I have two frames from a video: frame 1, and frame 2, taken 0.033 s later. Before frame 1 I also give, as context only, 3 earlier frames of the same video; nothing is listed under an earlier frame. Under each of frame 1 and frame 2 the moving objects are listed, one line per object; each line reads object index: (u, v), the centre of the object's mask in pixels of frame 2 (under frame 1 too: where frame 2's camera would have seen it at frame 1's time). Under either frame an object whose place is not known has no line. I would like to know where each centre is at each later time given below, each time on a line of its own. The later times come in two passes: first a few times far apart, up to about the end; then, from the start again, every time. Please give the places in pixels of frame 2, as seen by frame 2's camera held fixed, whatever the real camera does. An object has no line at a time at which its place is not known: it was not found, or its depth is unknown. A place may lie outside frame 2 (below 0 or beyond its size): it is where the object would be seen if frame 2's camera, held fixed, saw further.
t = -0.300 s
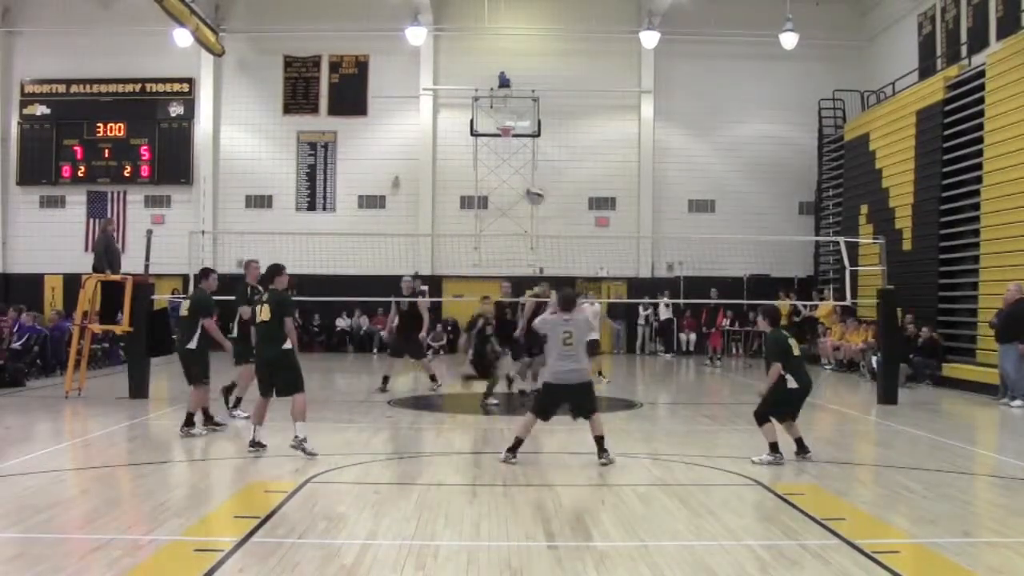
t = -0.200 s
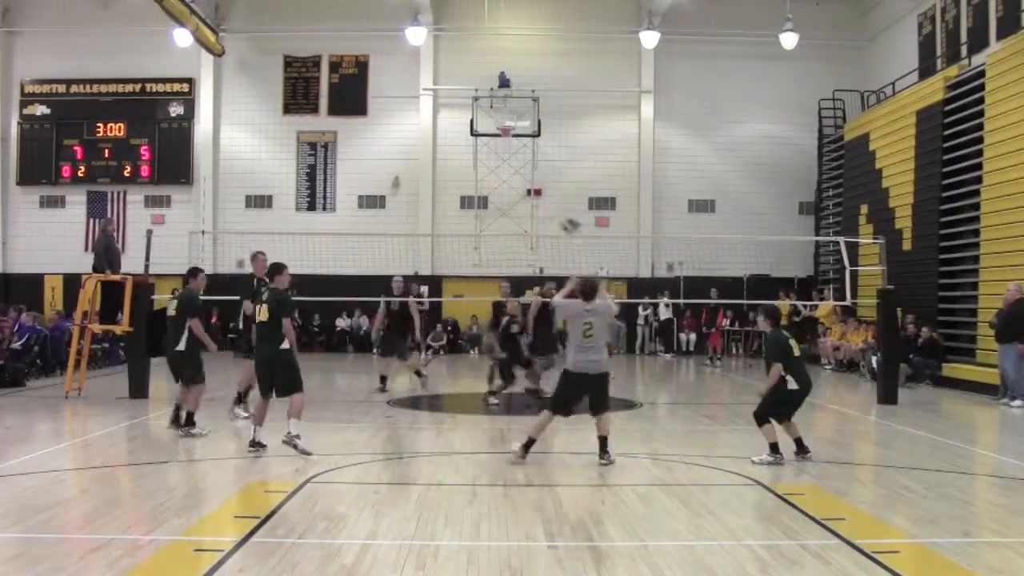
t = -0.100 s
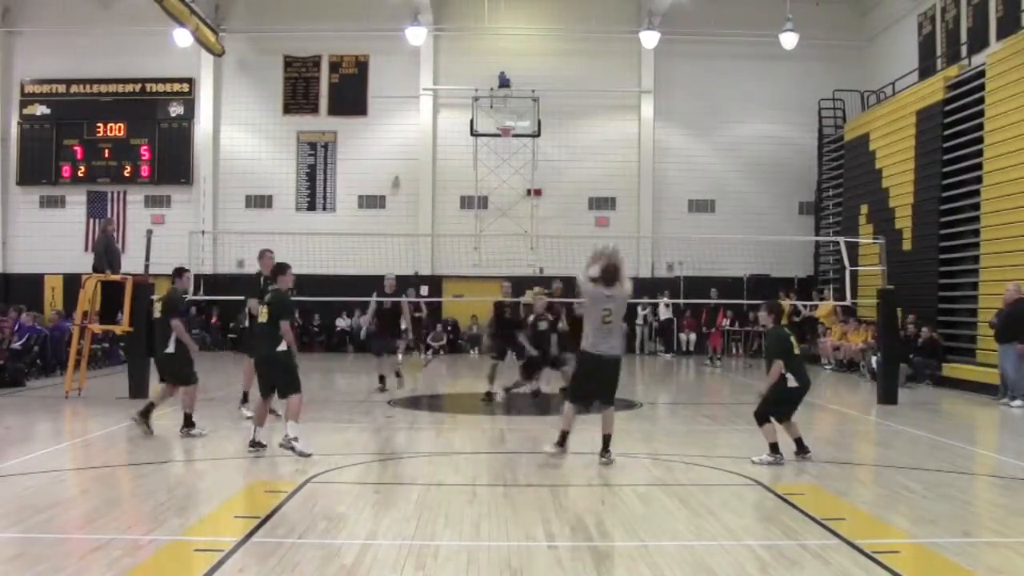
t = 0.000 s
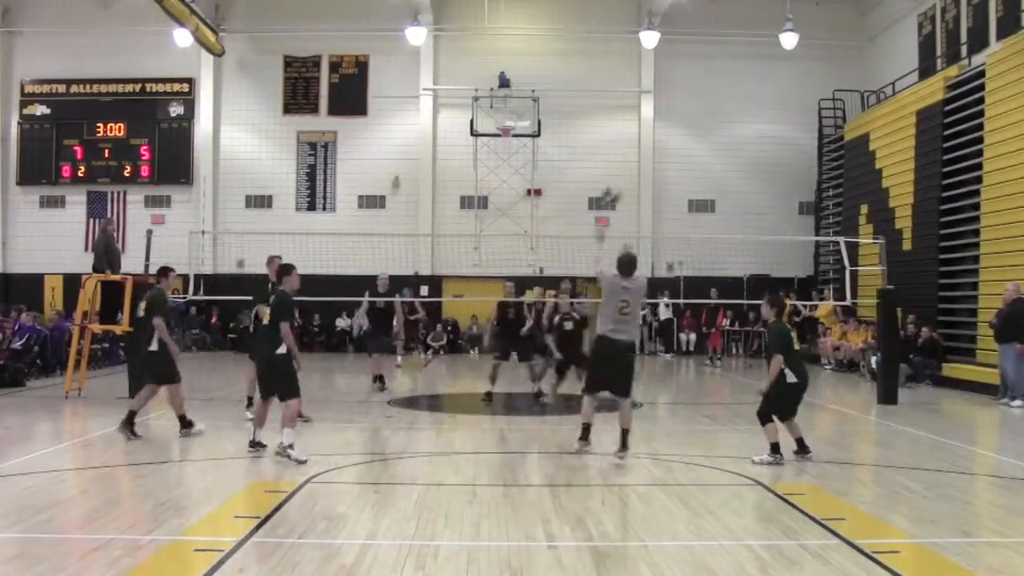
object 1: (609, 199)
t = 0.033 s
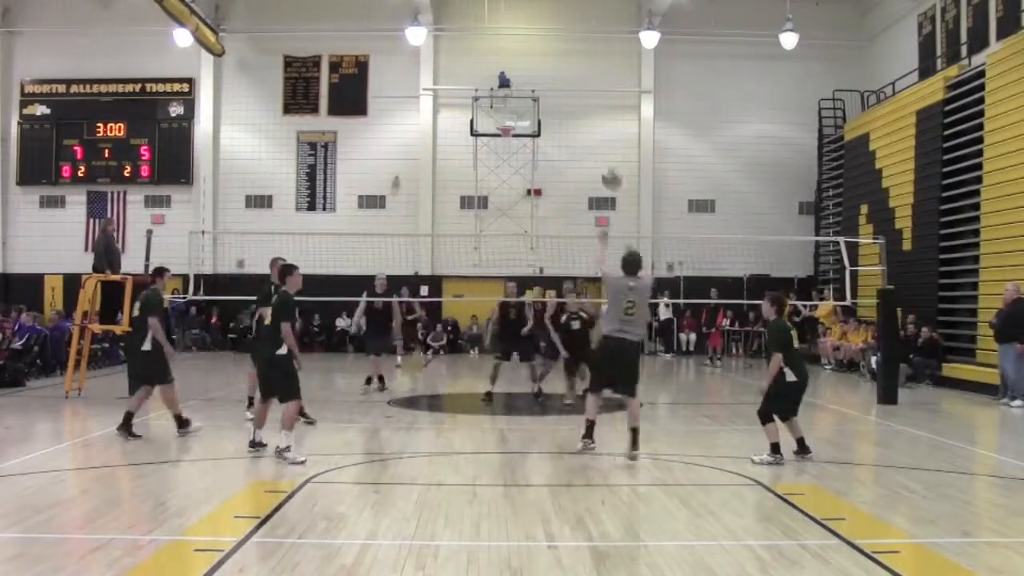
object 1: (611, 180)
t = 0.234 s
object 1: (618, 113)
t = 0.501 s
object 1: (623, 90)
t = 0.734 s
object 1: (627, 117)
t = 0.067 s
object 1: (613, 164)
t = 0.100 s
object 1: (614, 151)
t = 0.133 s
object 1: (615, 140)
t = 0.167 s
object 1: (616, 130)
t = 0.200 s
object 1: (617, 121)
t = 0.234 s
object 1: (618, 113)
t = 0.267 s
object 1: (618, 108)
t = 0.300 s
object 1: (620, 102)
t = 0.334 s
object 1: (620, 97)
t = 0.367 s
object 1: (621, 94)
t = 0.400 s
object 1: (622, 91)
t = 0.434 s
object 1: (622, 91)
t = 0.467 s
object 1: (623, 89)
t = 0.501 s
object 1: (623, 90)
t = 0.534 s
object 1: (624, 92)
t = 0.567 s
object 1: (625, 96)
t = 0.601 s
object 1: (625, 96)
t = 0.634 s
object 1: (625, 101)
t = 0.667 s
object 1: (626, 108)
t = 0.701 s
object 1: (627, 111)
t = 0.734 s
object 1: (627, 117)
